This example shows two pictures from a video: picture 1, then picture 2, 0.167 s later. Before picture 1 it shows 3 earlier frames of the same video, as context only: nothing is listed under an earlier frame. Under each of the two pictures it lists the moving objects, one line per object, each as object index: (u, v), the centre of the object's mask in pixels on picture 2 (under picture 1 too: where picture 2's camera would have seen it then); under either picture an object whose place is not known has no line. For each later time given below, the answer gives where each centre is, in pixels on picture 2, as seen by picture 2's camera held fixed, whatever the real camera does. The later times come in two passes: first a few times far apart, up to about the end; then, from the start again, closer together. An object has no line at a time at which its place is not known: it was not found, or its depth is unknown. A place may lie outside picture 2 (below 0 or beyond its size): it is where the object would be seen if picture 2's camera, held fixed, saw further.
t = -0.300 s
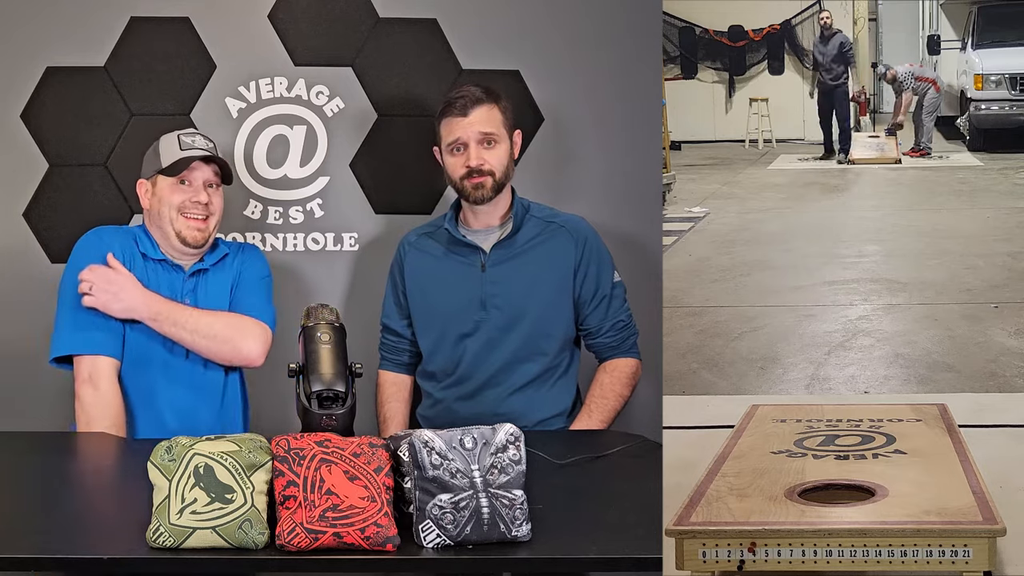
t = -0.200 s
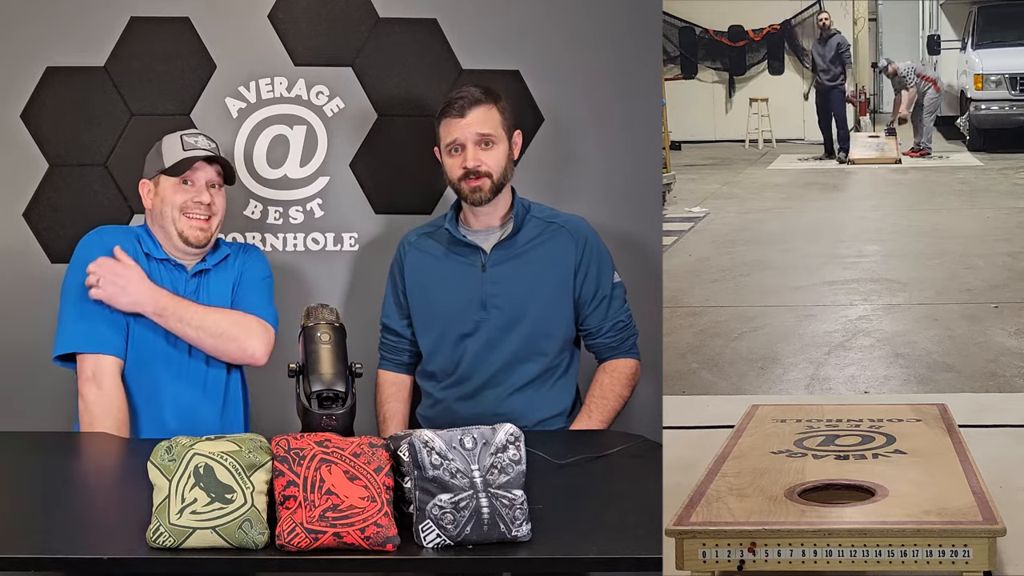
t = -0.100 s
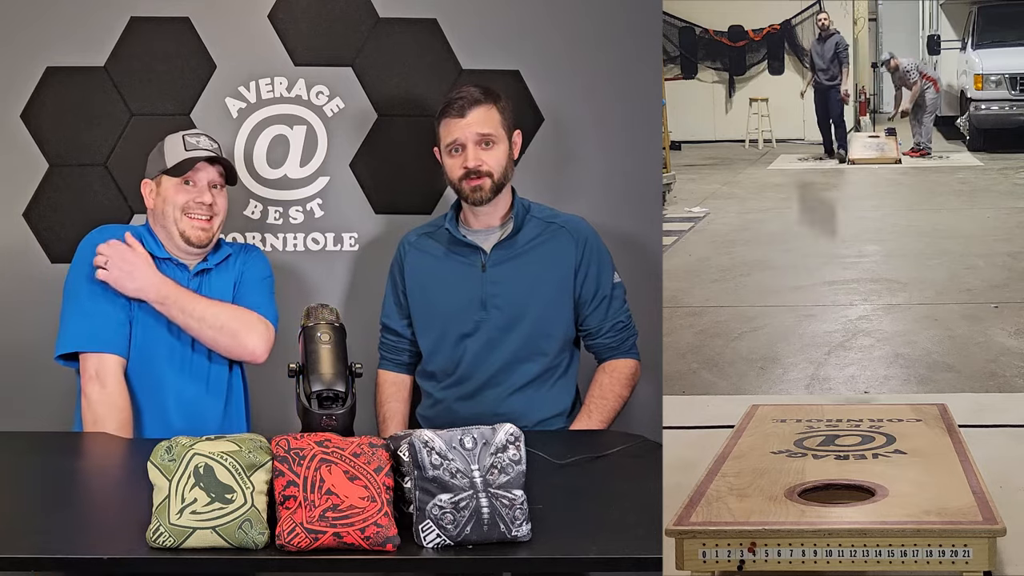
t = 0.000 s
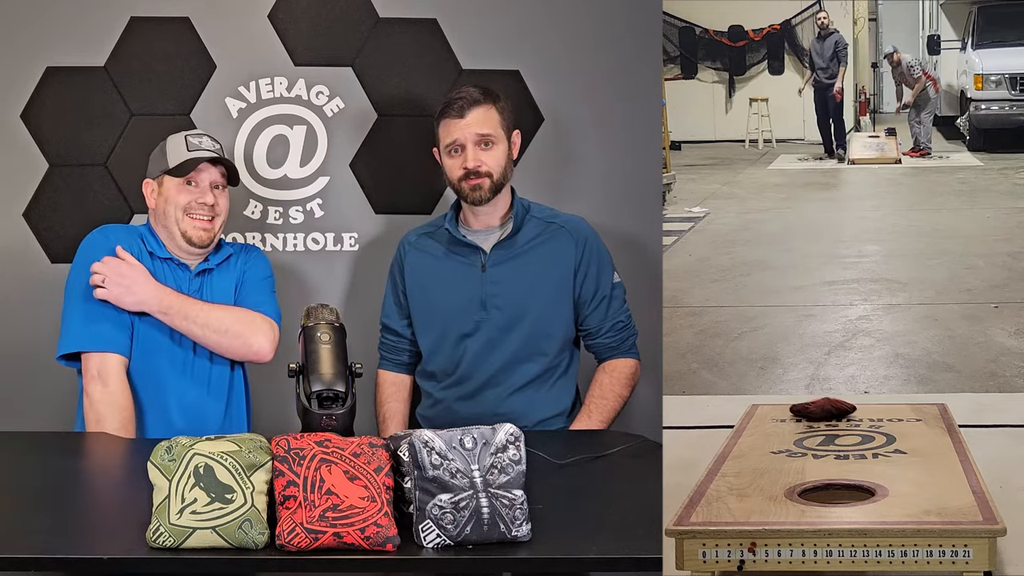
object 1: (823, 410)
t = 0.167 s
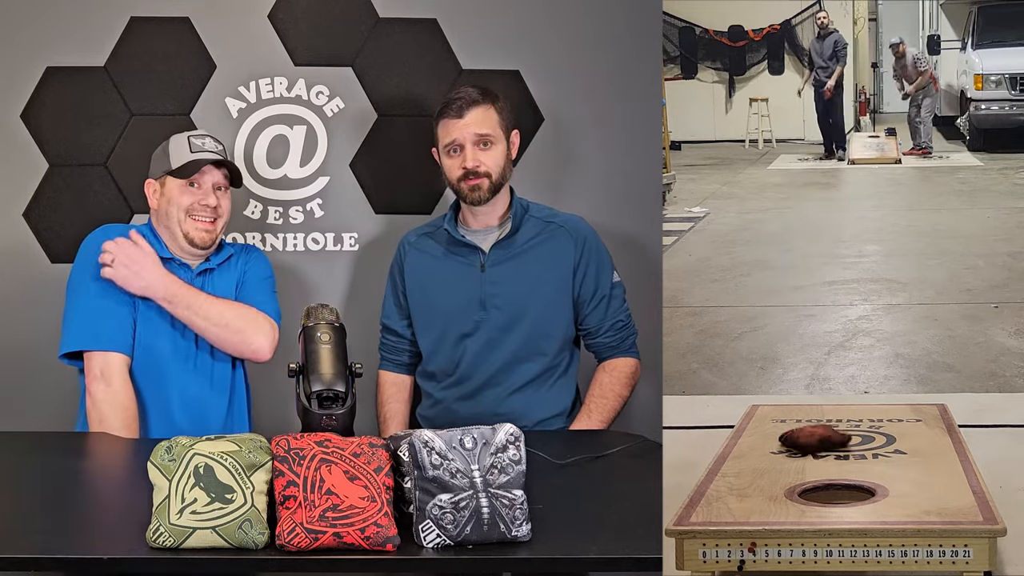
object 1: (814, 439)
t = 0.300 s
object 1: (808, 459)
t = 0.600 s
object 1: (808, 480)
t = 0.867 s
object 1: (809, 480)
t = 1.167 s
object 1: (809, 480)
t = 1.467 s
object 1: (809, 480)
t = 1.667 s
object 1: (809, 480)
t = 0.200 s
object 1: (813, 445)
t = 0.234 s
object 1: (812, 450)
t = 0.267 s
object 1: (810, 455)
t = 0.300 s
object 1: (808, 459)
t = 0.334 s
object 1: (807, 463)
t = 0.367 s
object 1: (805, 467)
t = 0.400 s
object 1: (804, 470)
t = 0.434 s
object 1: (804, 473)
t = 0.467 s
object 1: (803, 475)
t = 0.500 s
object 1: (804, 477)
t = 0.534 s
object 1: (806, 479)
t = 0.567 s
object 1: (807, 479)
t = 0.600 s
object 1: (808, 480)
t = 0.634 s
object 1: (809, 480)
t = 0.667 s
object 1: (809, 480)
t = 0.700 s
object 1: (809, 480)
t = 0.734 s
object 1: (809, 480)
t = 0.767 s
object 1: (809, 480)
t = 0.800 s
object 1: (809, 480)
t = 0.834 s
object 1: (809, 480)
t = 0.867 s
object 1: (809, 480)
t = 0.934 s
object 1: (809, 480)
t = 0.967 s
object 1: (809, 480)
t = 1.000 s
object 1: (809, 480)
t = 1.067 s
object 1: (809, 480)
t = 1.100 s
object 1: (809, 480)
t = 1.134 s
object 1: (809, 480)
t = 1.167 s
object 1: (809, 480)
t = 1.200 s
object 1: (809, 480)
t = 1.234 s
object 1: (809, 480)
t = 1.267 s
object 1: (809, 480)
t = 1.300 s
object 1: (809, 480)
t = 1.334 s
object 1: (809, 480)
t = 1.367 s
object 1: (809, 480)
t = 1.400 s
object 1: (809, 480)
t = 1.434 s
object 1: (809, 480)
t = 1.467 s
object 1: (809, 480)
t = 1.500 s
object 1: (809, 480)
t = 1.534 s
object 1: (809, 480)
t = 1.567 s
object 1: (809, 480)
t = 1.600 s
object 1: (809, 480)
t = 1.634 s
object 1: (809, 480)
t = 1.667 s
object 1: (809, 480)
